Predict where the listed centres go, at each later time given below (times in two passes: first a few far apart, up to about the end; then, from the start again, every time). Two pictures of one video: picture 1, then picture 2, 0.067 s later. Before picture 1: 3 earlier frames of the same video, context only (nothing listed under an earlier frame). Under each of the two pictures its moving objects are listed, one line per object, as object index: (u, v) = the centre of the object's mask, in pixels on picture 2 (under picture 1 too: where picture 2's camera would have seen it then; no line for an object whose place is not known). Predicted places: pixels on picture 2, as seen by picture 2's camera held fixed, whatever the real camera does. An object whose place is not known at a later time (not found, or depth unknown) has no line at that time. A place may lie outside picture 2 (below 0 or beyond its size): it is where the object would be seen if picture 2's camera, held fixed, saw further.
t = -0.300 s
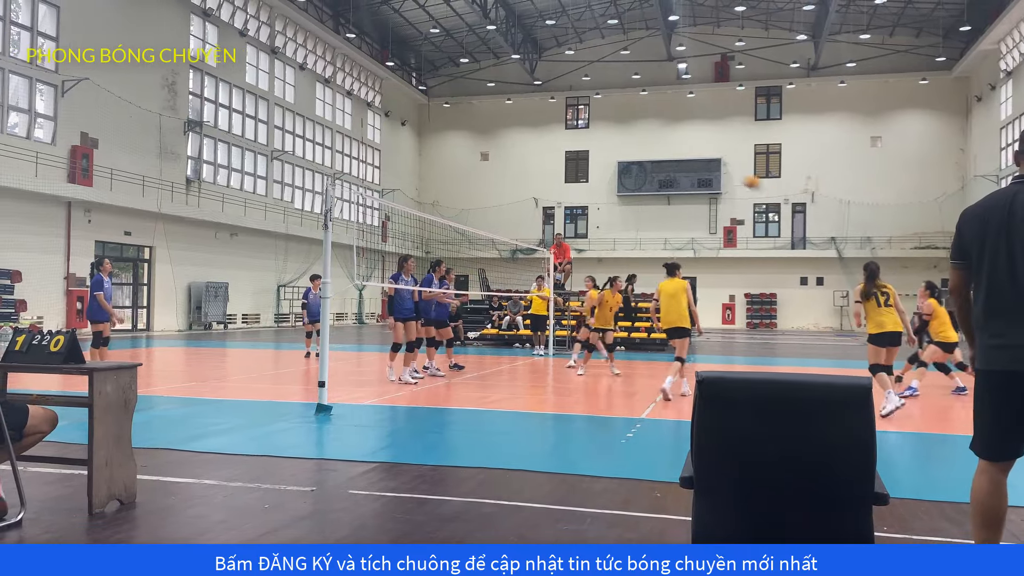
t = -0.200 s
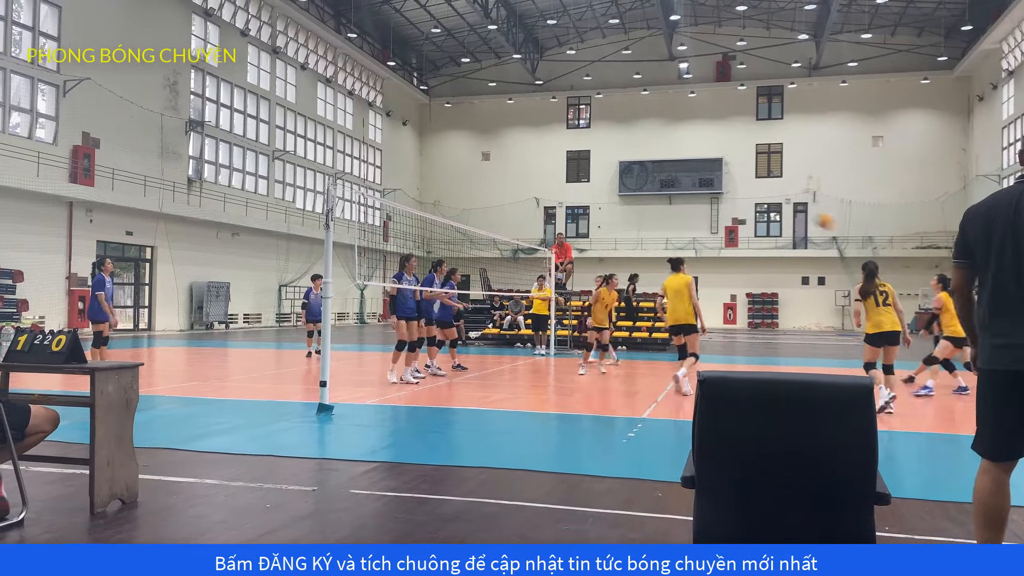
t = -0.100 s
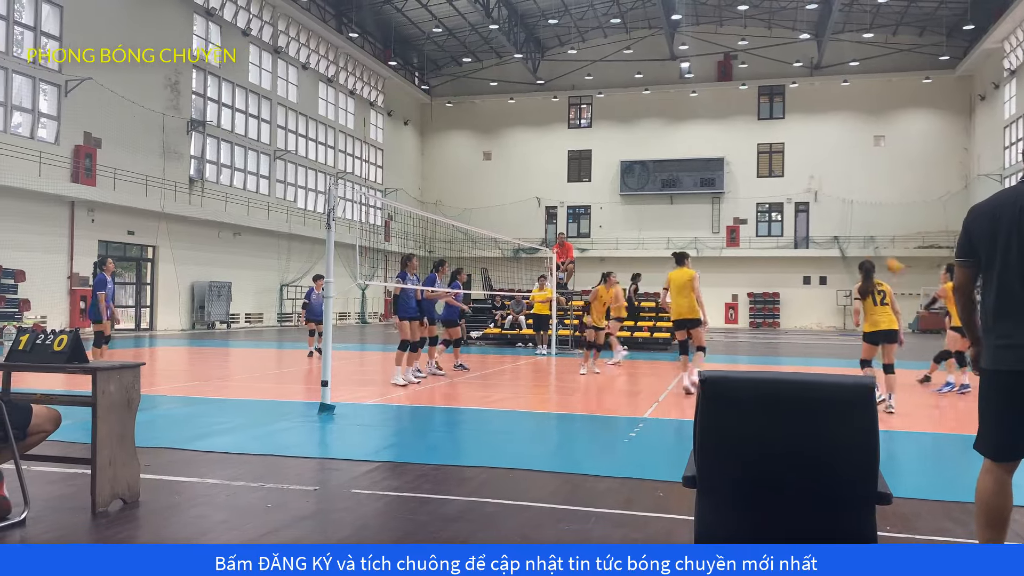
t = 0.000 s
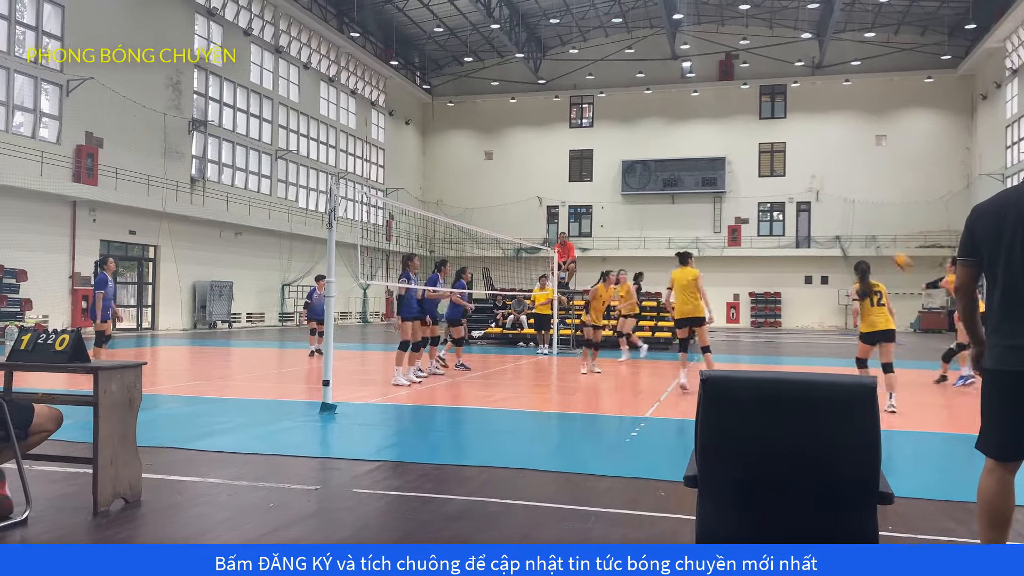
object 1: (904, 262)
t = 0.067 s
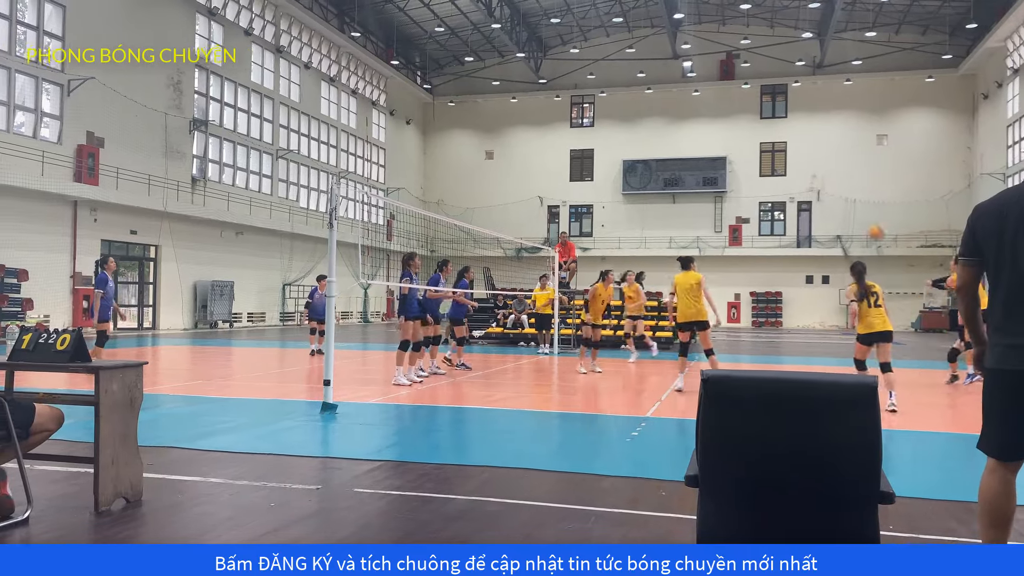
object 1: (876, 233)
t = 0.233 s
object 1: (813, 179)
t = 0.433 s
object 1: (746, 141)
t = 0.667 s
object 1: (674, 134)
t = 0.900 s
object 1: (611, 161)
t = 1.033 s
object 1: (577, 189)
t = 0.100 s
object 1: (862, 220)
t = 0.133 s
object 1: (850, 208)
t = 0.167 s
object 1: (837, 197)
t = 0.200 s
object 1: (824, 187)
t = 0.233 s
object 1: (813, 179)
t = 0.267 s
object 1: (801, 170)
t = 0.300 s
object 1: (789, 162)
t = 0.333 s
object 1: (778, 155)
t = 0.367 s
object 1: (767, 150)
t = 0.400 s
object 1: (756, 146)
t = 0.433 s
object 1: (746, 141)
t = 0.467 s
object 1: (735, 138)
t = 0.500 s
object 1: (725, 135)
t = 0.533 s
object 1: (714, 134)
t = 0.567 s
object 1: (704, 133)
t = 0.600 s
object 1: (694, 133)
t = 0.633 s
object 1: (684, 133)
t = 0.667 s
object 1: (674, 134)
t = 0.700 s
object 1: (665, 136)
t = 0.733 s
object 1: (655, 139)
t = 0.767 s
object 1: (646, 142)
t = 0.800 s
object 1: (637, 146)
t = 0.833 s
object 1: (628, 151)
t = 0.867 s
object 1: (619, 156)
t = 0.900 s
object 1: (611, 161)
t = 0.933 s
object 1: (603, 167)
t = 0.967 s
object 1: (594, 174)
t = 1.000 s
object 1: (586, 180)
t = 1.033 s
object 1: (577, 189)
